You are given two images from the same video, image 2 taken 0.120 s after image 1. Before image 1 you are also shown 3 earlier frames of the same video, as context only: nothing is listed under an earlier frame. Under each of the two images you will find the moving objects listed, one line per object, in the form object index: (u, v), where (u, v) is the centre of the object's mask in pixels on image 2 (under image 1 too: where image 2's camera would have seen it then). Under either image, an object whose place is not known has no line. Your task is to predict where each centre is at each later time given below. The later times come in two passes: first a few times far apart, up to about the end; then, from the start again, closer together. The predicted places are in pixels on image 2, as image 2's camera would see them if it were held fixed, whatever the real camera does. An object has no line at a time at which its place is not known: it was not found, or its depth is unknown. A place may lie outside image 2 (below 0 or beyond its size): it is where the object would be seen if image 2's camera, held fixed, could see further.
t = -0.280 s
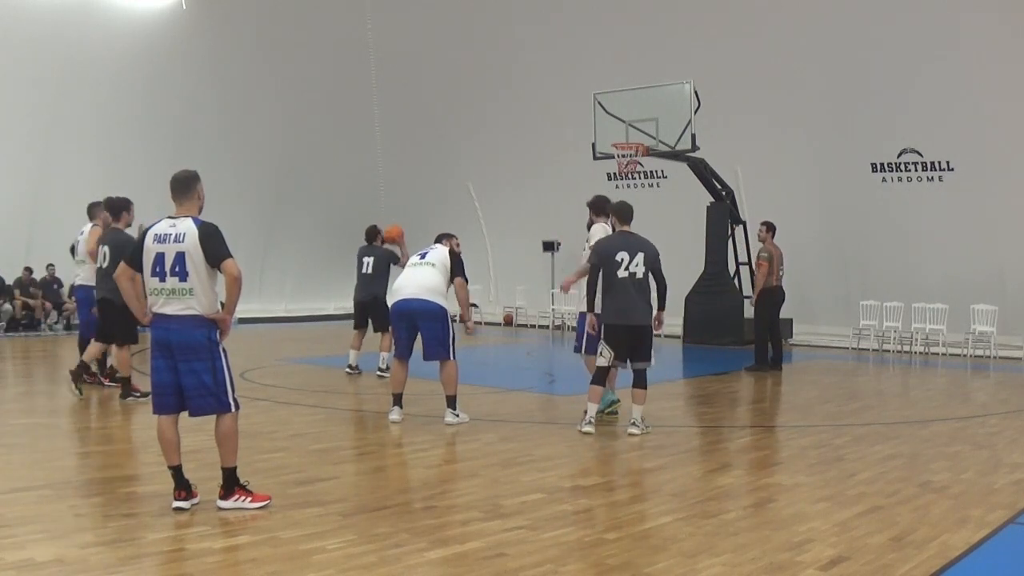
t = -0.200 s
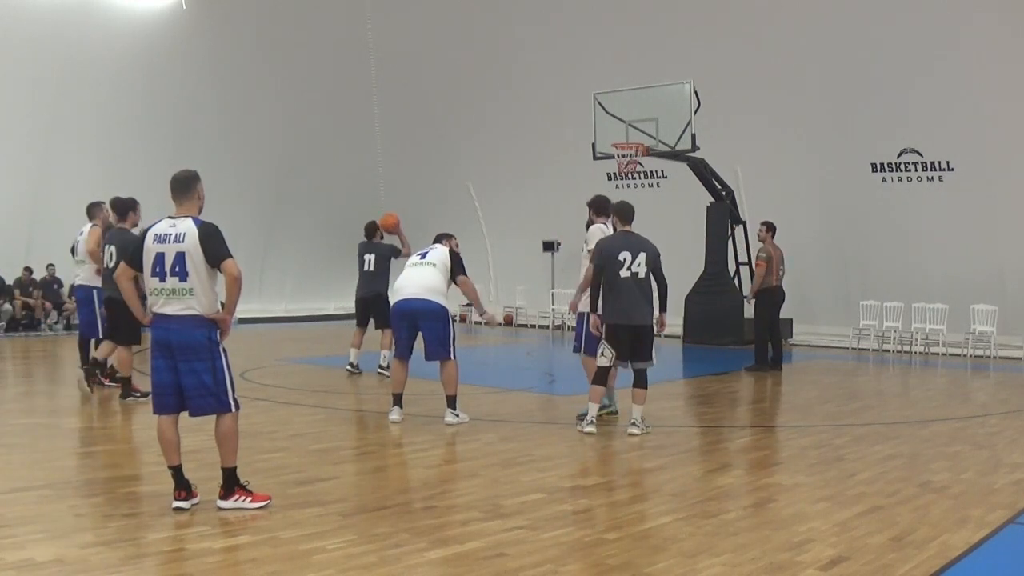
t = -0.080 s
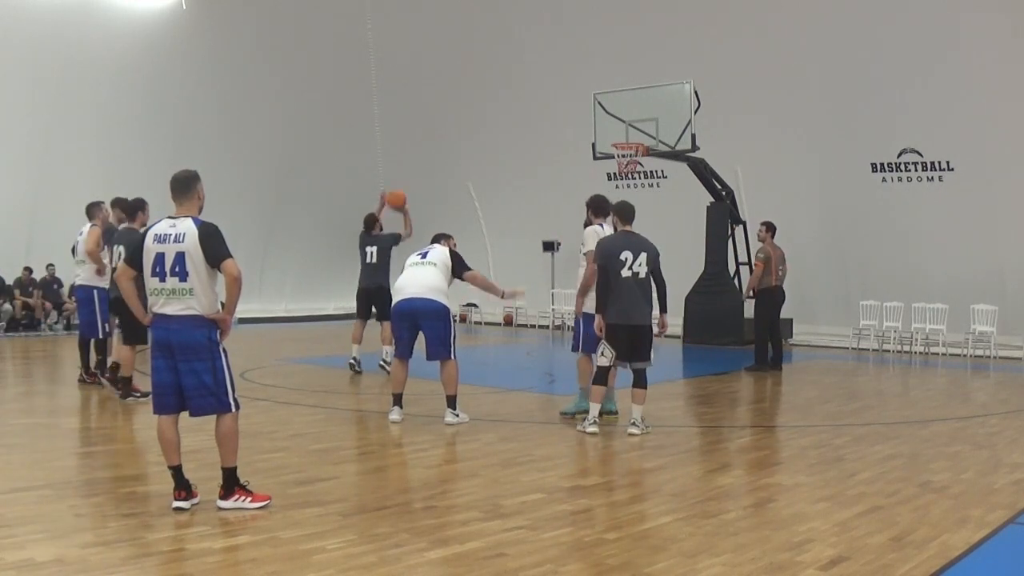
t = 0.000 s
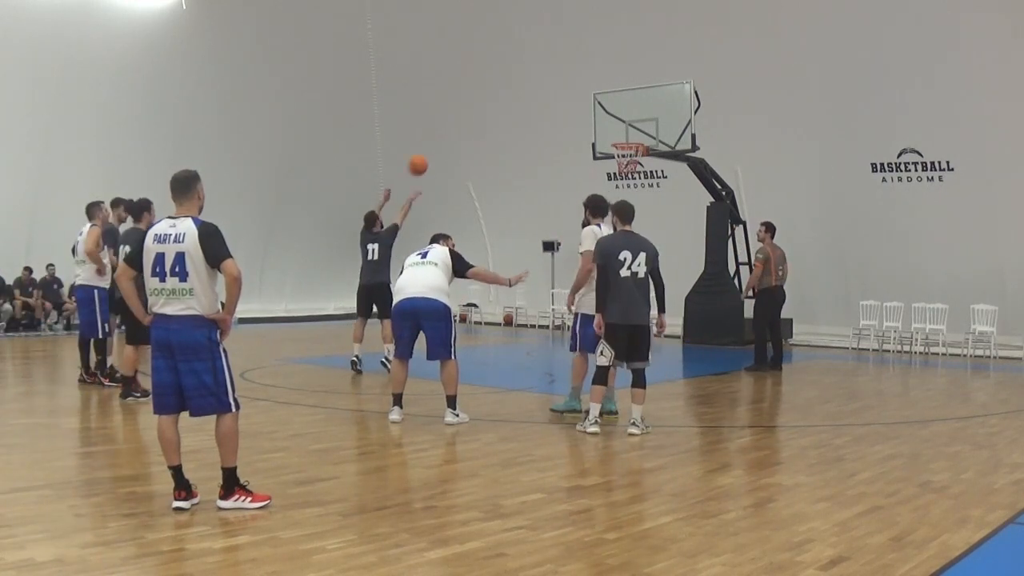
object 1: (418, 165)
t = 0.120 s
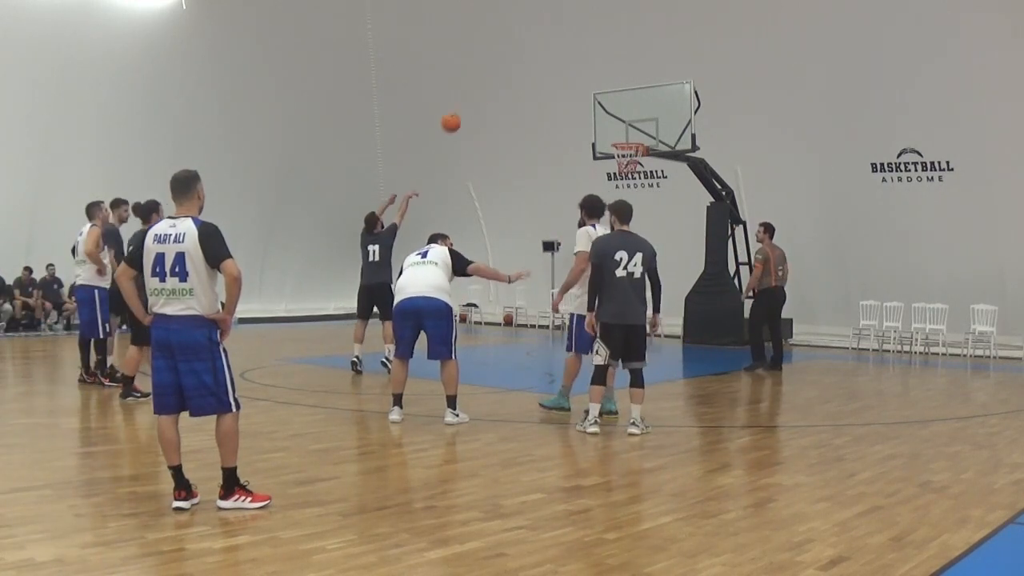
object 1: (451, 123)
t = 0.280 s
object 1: (492, 86)
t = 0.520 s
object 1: (546, 70)
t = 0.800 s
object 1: (600, 101)
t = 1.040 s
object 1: (631, 163)
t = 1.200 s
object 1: (620, 211)
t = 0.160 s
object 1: (461, 112)
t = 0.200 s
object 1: (472, 101)
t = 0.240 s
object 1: (482, 93)
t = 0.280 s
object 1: (492, 86)
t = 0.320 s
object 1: (501, 80)
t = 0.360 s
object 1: (511, 75)
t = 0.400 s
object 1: (520, 73)
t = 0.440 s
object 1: (529, 70)
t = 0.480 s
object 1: (538, 70)
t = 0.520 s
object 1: (546, 70)
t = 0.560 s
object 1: (554, 71)
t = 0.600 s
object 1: (562, 74)
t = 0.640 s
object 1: (570, 77)
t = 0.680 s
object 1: (578, 82)
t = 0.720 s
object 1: (585, 87)
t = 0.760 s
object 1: (593, 94)
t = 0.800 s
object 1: (600, 101)
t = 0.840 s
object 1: (607, 110)
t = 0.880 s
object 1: (615, 119)
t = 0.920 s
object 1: (621, 130)
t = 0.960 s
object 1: (628, 138)
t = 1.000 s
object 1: (638, 151)
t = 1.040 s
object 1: (631, 163)
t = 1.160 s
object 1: (622, 198)
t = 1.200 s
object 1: (620, 211)
